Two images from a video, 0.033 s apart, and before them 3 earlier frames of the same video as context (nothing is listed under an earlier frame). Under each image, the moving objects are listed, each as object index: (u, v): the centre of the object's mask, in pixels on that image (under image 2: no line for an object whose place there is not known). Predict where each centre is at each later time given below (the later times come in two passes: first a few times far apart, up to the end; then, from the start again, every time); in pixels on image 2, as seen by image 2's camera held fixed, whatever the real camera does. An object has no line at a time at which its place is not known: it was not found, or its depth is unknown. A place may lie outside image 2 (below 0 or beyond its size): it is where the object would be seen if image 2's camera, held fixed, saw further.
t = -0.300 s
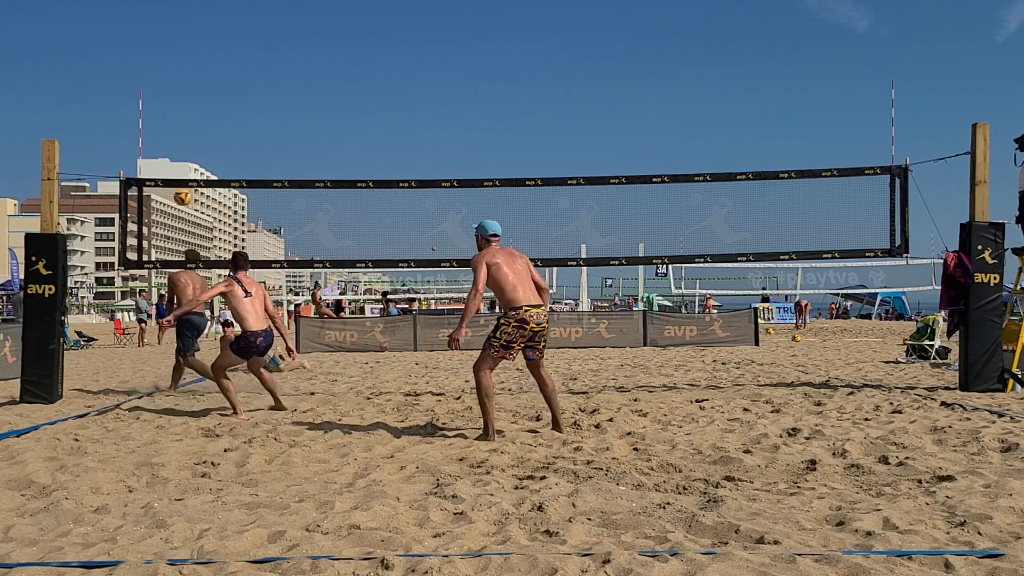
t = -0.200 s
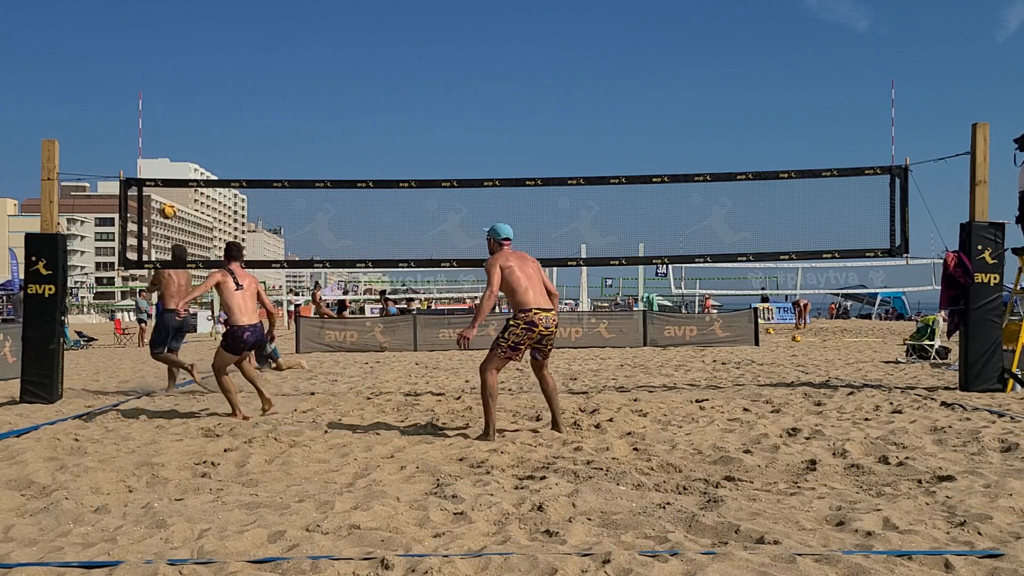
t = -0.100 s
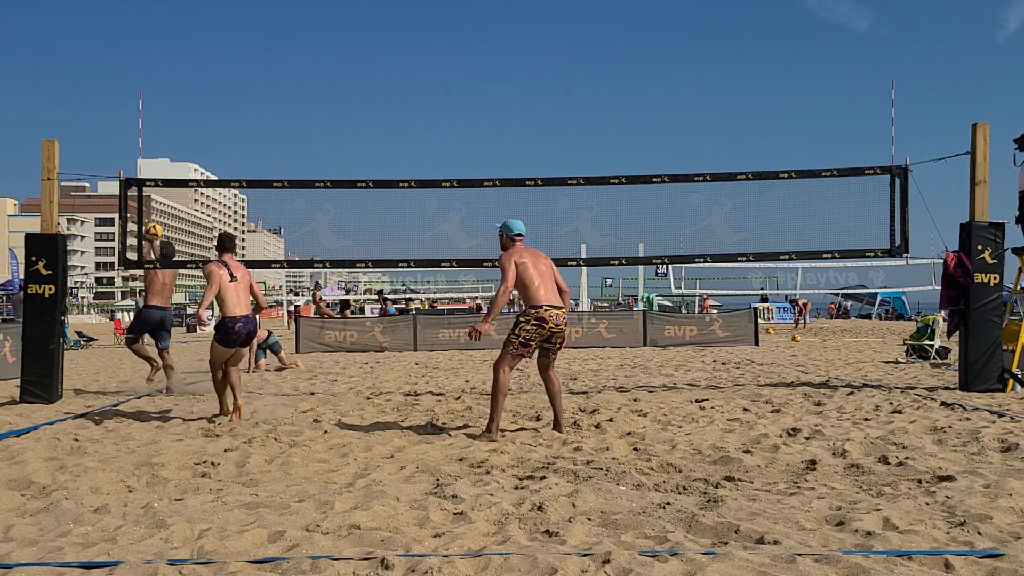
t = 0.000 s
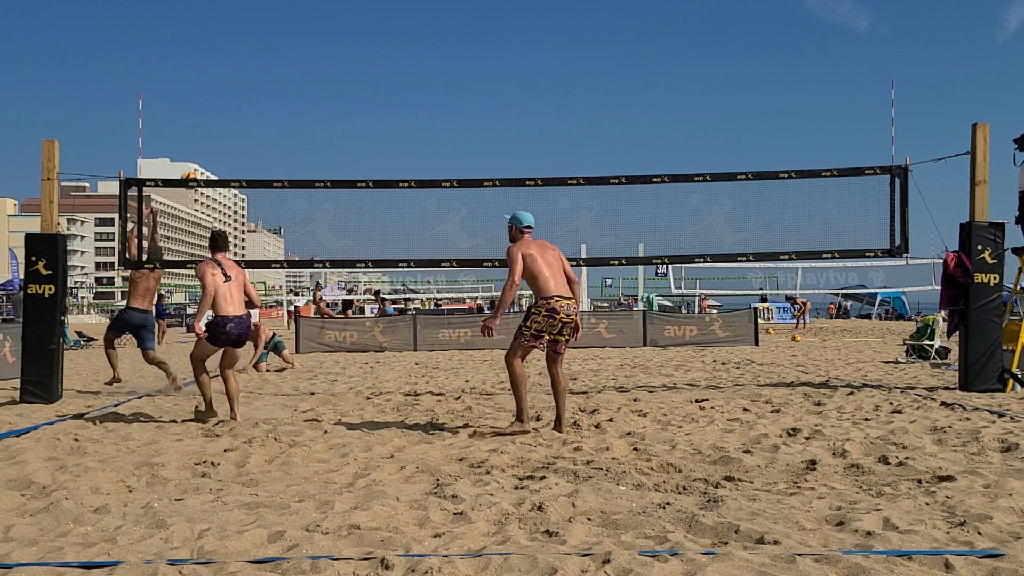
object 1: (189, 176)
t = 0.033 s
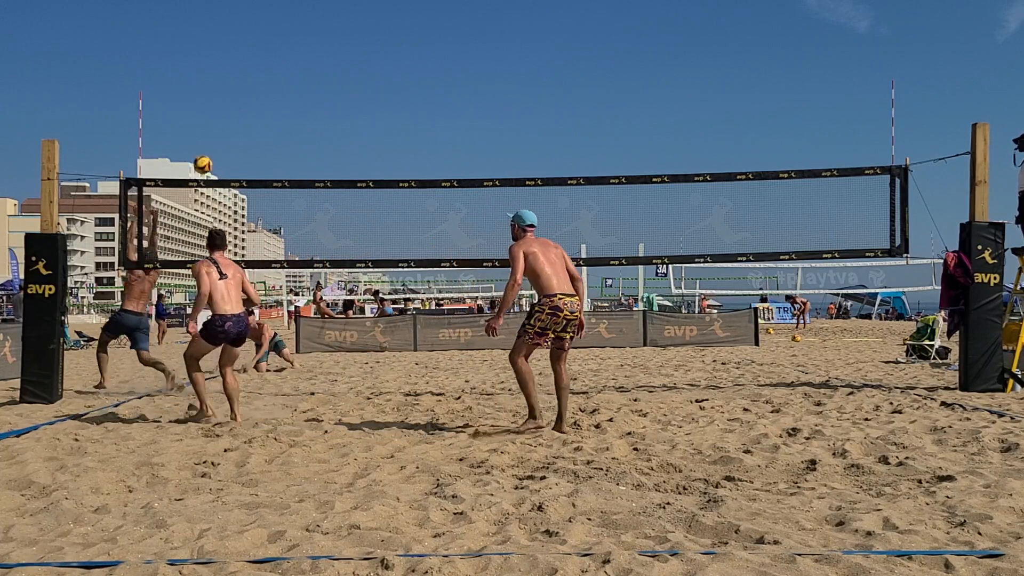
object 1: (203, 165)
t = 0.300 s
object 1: (316, 65)
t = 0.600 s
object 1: (470, 24)
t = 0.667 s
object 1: (508, 27)
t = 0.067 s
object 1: (216, 150)
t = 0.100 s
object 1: (229, 135)
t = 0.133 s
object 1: (243, 121)
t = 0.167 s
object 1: (257, 109)
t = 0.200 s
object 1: (271, 96)
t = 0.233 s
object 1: (286, 85)
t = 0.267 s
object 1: (301, 75)
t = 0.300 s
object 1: (316, 65)
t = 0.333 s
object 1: (332, 57)
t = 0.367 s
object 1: (348, 49)
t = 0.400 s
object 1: (365, 42)
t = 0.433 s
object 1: (381, 36)
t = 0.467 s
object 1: (398, 32)
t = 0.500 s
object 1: (415, 28)
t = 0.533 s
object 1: (433, 25)
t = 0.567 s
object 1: (451, 24)
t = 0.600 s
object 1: (470, 24)
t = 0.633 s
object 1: (489, 25)
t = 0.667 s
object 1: (508, 27)
